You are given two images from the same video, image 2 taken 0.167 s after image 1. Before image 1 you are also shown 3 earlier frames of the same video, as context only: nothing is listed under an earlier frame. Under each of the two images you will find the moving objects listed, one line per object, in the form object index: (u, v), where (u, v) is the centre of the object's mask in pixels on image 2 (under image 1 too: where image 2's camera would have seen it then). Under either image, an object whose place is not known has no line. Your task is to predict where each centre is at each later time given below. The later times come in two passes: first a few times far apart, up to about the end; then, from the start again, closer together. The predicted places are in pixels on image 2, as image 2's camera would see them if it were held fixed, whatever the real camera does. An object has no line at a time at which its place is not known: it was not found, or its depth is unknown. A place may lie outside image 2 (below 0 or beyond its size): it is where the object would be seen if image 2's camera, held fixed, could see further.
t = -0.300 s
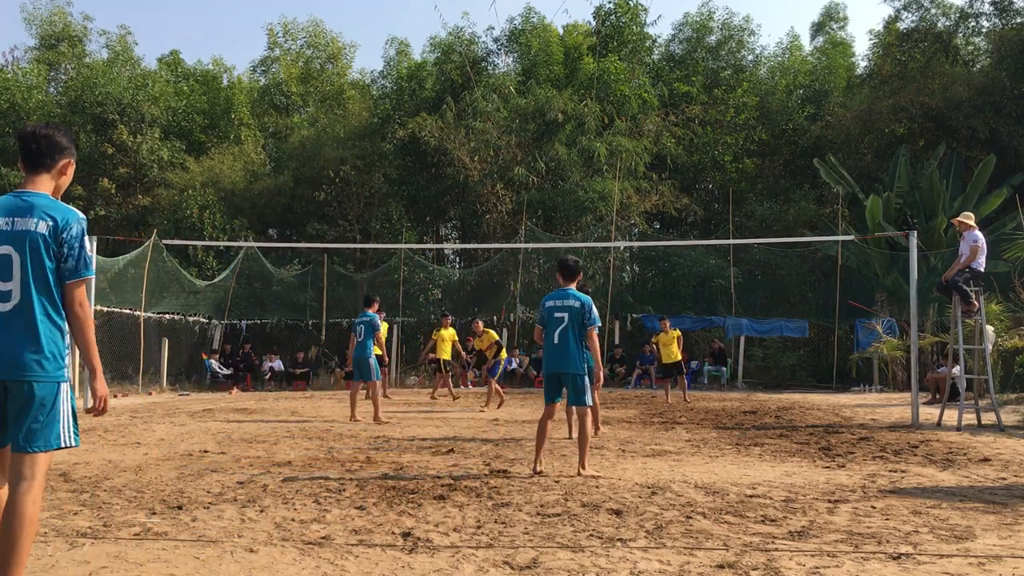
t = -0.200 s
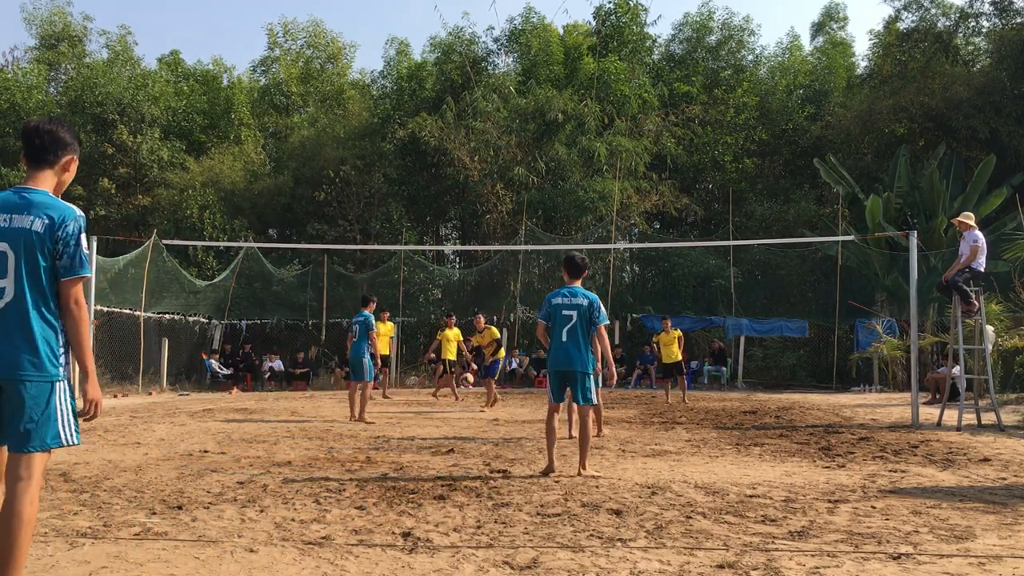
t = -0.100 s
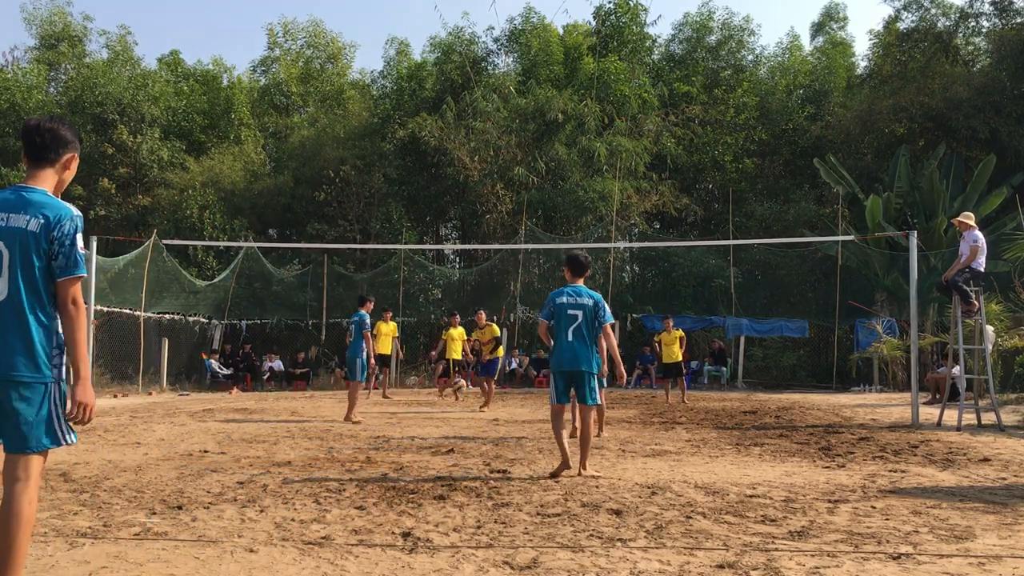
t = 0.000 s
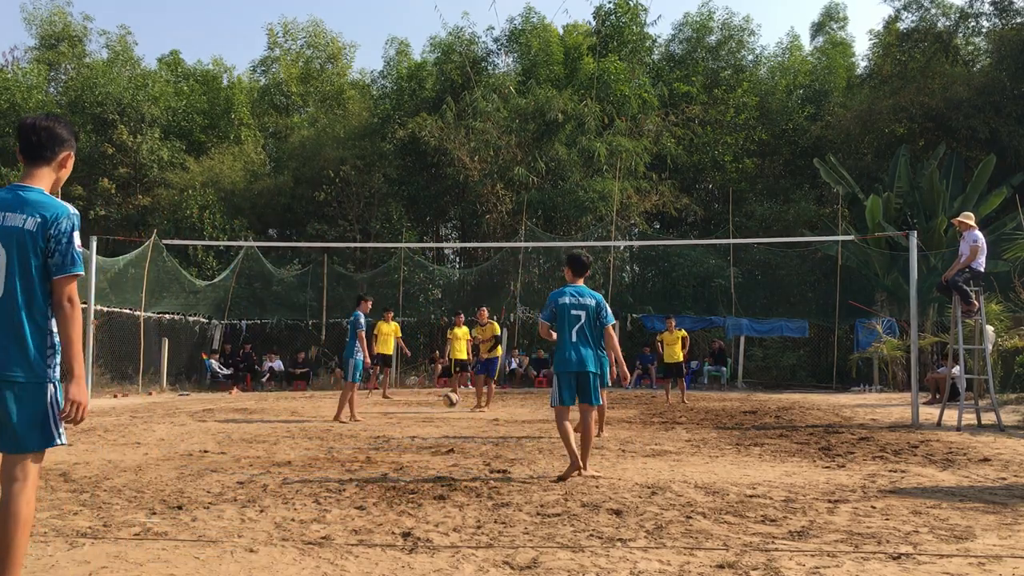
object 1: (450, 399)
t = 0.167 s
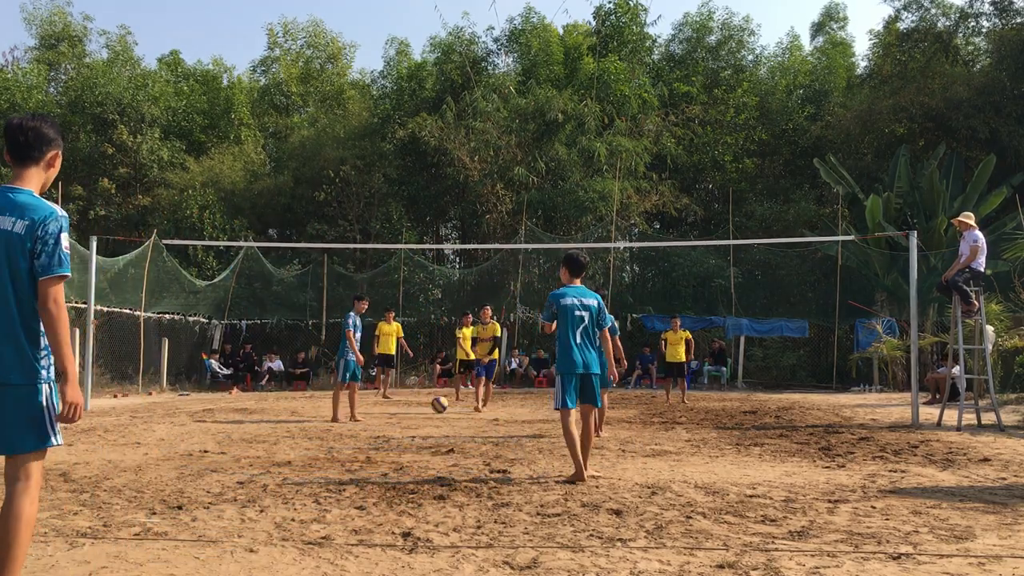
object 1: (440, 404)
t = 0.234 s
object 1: (436, 399)
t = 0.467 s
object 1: (423, 410)
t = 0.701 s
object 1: (397, 434)
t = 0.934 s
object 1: (359, 447)
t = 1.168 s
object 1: (315, 457)
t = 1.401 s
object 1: (262, 469)
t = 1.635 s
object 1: (198, 474)
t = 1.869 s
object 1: (119, 513)
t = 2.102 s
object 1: (21, 537)
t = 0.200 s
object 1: (438, 401)
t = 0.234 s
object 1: (436, 399)
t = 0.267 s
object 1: (435, 396)
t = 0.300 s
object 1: (432, 397)
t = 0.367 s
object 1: (429, 398)
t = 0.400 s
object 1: (427, 401)
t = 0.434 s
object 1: (425, 405)
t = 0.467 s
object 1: (423, 410)
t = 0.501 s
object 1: (421, 416)
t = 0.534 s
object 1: (418, 424)
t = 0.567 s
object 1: (416, 433)
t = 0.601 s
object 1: (412, 431)
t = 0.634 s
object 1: (408, 432)
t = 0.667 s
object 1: (403, 432)
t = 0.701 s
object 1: (397, 434)
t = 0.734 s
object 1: (393, 438)
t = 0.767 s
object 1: (388, 439)
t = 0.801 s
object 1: (382, 439)
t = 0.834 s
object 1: (377, 439)
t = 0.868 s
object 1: (371, 442)
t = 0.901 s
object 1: (365, 446)
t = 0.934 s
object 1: (359, 447)
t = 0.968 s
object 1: (354, 446)
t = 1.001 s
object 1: (348, 446)
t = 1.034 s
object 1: (342, 449)
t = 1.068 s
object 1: (335, 453)
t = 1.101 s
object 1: (329, 455)
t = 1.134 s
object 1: (322, 455)
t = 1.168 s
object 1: (315, 457)
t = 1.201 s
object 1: (308, 461)
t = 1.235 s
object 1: (300, 462)
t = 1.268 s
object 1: (293, 462)
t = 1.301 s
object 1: (285, 463)
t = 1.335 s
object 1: (278, 465)
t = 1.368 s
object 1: (270, 470)
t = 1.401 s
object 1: (262, 469)
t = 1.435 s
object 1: (253, 470)
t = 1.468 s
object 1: (243, 473)
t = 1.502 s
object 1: (234, 479)
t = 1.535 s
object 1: (224, 486)
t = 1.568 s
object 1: (216, 480)
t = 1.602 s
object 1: (207, 476)
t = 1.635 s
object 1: (198, 474)
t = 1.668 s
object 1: (188, 474)
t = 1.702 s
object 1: (178, 477)
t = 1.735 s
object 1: (167, 481)
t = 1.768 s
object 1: (156, 488)
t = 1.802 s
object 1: (143, 497)
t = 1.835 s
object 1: (131, 510)
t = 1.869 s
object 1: (119, 513)
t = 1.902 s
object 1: (107, 509)
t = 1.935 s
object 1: (94, 506)
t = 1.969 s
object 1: (79, 507)
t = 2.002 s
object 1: (65, 510)
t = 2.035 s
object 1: (50, 516)
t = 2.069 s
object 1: (34, 526)
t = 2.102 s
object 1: (21, 537)
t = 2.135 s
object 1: (13, 551)
